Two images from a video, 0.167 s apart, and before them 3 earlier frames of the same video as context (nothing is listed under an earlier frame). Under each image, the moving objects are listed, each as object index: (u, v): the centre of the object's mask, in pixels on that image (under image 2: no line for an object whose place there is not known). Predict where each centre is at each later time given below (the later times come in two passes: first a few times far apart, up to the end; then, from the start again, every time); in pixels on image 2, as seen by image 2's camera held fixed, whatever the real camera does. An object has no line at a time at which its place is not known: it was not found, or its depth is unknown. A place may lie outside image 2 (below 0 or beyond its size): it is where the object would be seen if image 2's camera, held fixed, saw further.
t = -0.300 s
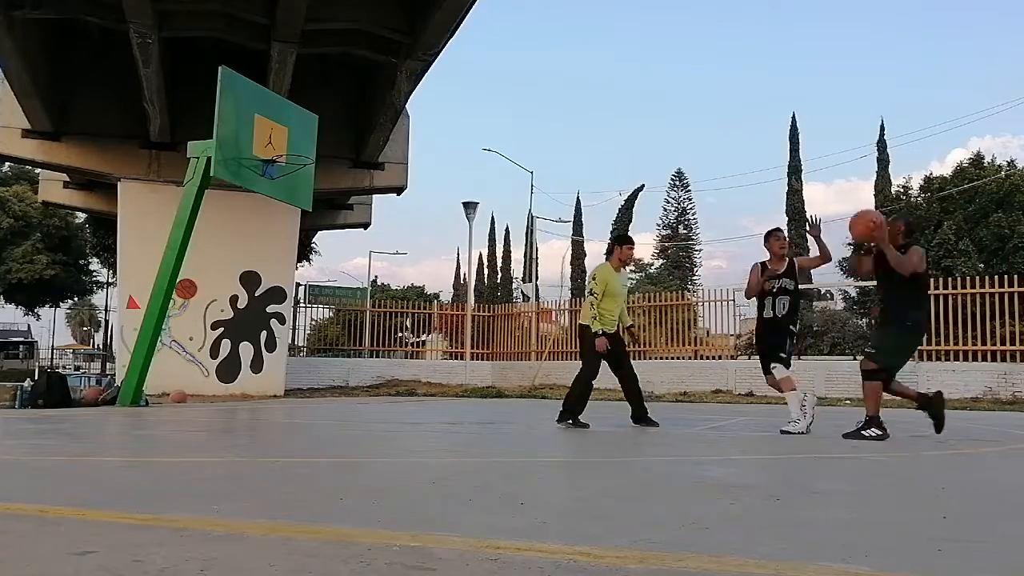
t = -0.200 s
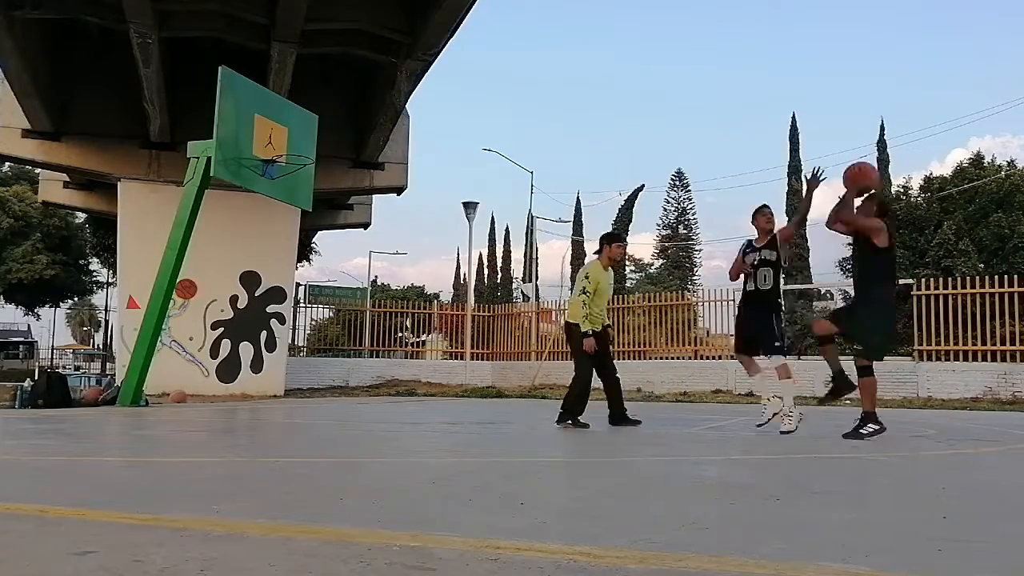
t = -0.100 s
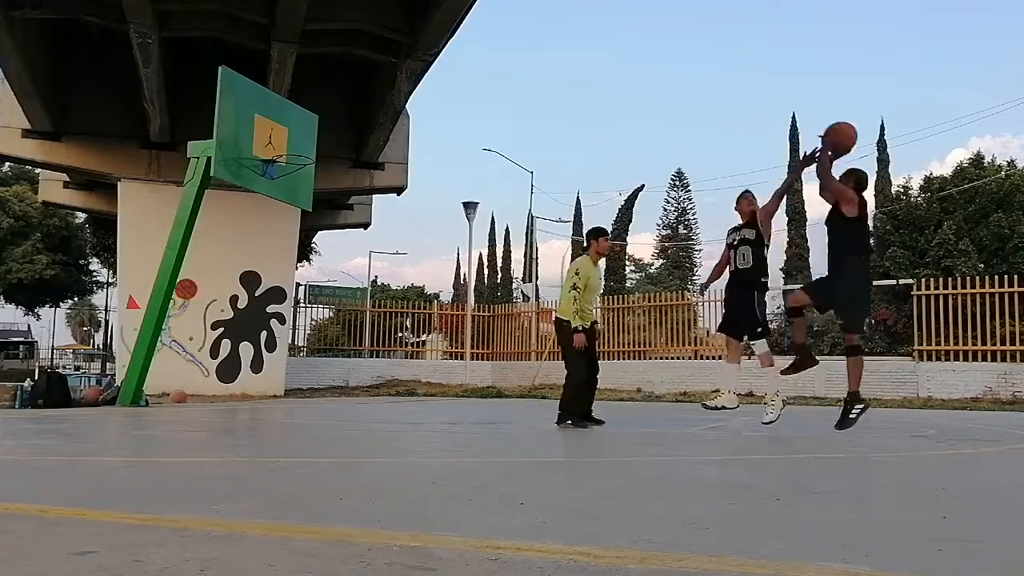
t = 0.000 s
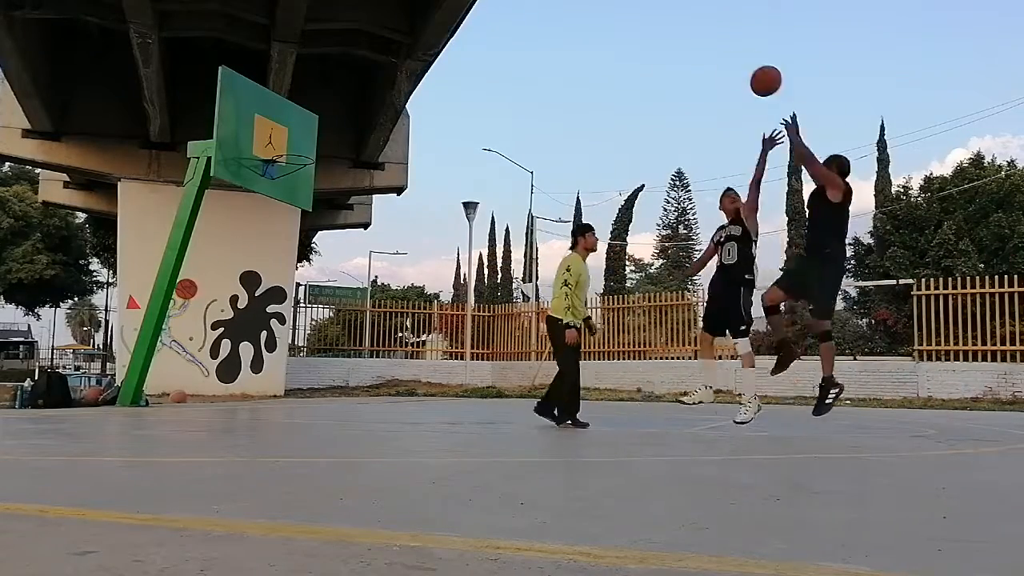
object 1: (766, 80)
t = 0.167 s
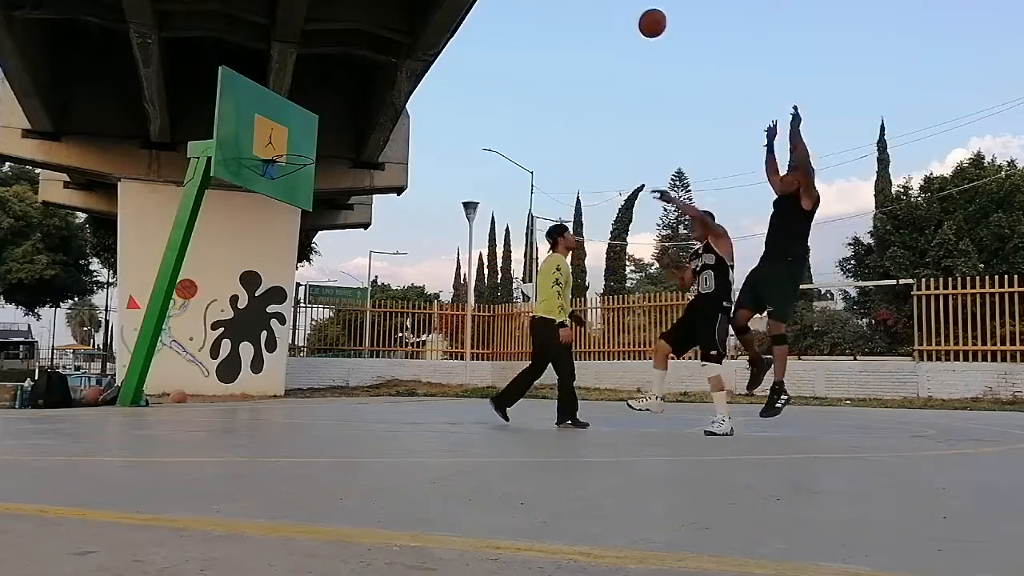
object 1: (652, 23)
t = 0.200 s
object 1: (632, 16)
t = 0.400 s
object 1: (525, 7)
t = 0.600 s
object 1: (436, 28)
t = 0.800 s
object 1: (361, 85)
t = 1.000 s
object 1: (302, 141)
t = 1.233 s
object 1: (291, 89)
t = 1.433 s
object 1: (317, 82)
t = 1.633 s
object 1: (343, 106)
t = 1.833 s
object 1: (367, 163)
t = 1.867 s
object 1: (370, 176)
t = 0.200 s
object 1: (632, 16)
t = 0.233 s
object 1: (613, 11)
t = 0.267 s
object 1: (594, 9)
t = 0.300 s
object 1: (576, 8)
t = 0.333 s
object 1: (559, 7)
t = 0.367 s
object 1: (542, 6)
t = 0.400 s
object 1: (525, 7)
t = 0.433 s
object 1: (509, 8)
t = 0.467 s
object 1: (494, 9)
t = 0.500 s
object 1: (479, 11)
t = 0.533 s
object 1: (464, 15)
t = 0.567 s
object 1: (449, 20)
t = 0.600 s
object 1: (436, 28)
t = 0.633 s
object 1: (423, 36)
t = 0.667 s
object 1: (410, 43)
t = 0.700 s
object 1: (398, 53)
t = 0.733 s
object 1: (385, 62)
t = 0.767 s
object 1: (373, 73)
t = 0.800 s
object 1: (361, 85)
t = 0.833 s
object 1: (349, 98)
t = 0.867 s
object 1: (338, 110)
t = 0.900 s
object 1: (327, 122)
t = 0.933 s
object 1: (317, 136)
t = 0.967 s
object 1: (307, 149)
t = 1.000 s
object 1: (302, 141)
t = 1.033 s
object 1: (299, 132)
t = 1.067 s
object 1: (296, 124)
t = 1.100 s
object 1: (292, 116)
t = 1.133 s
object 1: (289, 109)
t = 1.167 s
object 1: (282, 99)
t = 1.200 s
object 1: (287, 94)
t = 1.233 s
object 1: (291, 89)
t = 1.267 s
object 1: (295, 87)
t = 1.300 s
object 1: (300, 84)
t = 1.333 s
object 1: (304, 82)
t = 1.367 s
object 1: (308, 81)
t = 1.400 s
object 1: (313, 81)
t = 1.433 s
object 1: (317, 82)
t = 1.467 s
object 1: (322, 84)
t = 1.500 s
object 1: (326, 87)
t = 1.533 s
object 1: (330, 90)
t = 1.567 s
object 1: (334, 95)
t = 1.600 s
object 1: (339, 100)
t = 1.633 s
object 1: (343, 106)
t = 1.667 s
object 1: (347, 114)
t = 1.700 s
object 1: (351, 122)
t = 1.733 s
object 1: (355, 131)
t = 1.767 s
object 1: (359, 141)
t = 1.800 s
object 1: (363, 152)
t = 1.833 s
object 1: (367, 163)
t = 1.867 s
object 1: (370, 176)
